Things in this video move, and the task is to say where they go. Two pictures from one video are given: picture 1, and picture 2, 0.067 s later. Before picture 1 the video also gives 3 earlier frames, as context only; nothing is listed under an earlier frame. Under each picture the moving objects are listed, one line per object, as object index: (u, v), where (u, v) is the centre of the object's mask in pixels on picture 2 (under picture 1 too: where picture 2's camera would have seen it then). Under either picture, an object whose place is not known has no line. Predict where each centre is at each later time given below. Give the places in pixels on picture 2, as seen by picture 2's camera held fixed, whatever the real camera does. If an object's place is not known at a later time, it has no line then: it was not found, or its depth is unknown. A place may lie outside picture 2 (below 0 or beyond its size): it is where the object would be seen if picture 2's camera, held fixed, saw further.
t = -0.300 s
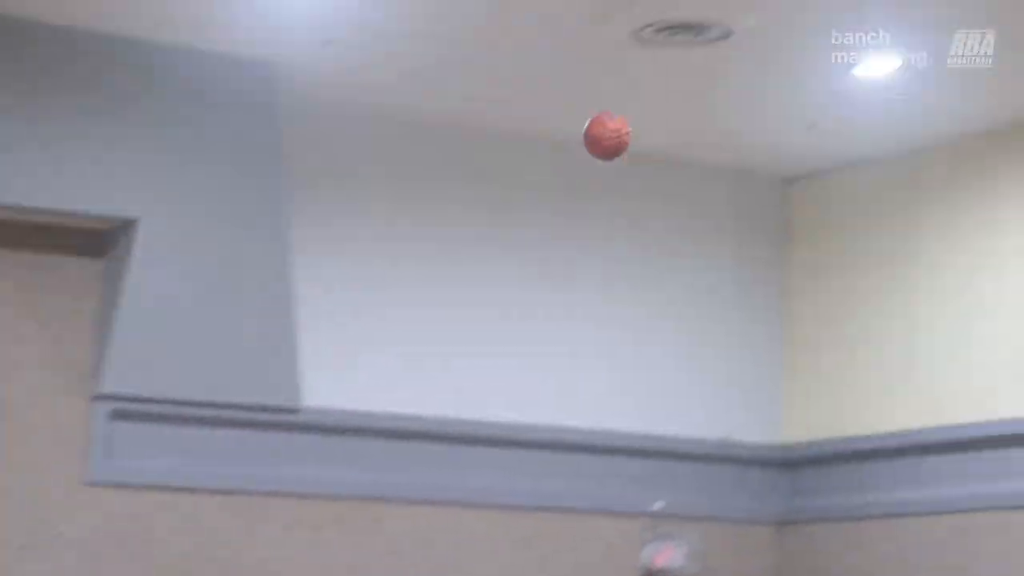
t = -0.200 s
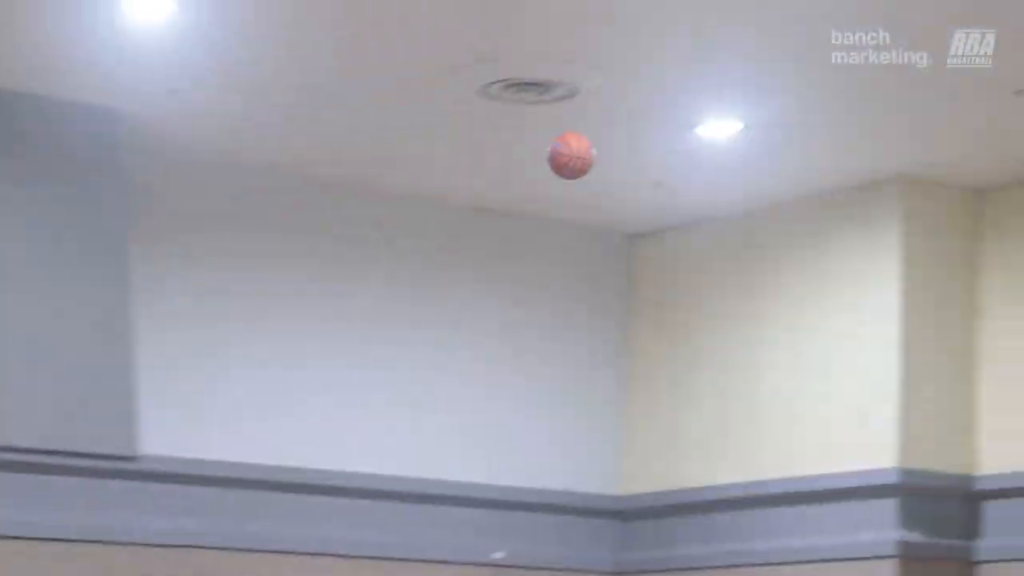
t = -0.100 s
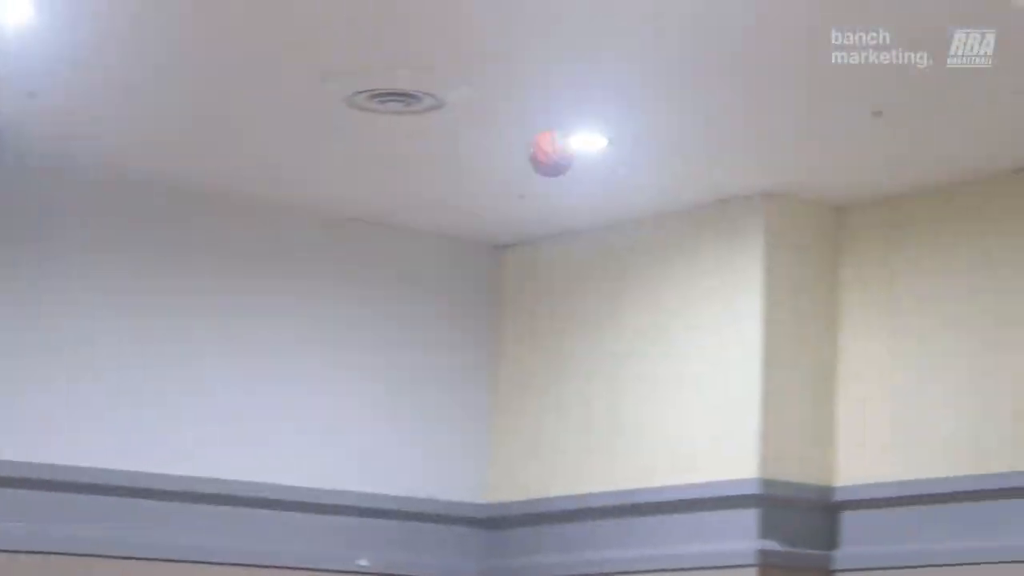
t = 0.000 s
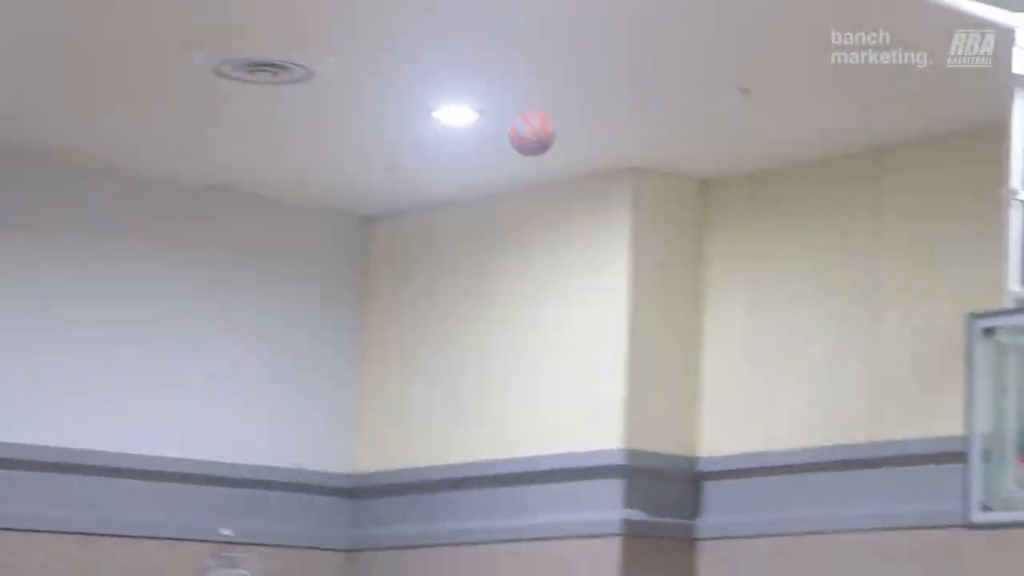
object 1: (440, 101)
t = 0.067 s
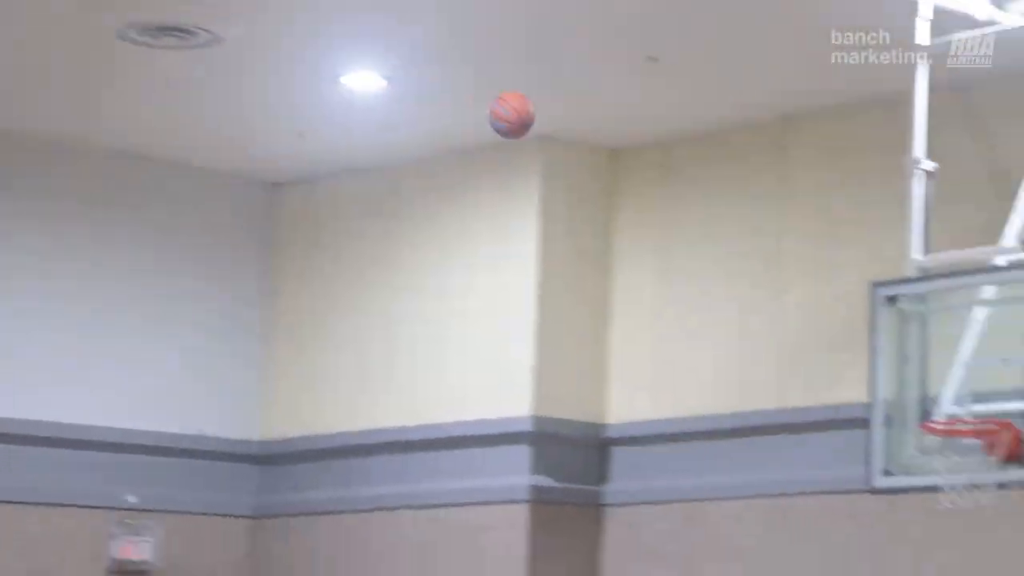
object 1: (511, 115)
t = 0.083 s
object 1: (529, 120)
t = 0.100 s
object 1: (546, 125)
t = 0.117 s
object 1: (564, 132)
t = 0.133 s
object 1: (581, 138)
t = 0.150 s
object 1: (599, 145)
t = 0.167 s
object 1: (615, 153)
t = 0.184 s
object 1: (632, 161)
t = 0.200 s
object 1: (649, 169)
